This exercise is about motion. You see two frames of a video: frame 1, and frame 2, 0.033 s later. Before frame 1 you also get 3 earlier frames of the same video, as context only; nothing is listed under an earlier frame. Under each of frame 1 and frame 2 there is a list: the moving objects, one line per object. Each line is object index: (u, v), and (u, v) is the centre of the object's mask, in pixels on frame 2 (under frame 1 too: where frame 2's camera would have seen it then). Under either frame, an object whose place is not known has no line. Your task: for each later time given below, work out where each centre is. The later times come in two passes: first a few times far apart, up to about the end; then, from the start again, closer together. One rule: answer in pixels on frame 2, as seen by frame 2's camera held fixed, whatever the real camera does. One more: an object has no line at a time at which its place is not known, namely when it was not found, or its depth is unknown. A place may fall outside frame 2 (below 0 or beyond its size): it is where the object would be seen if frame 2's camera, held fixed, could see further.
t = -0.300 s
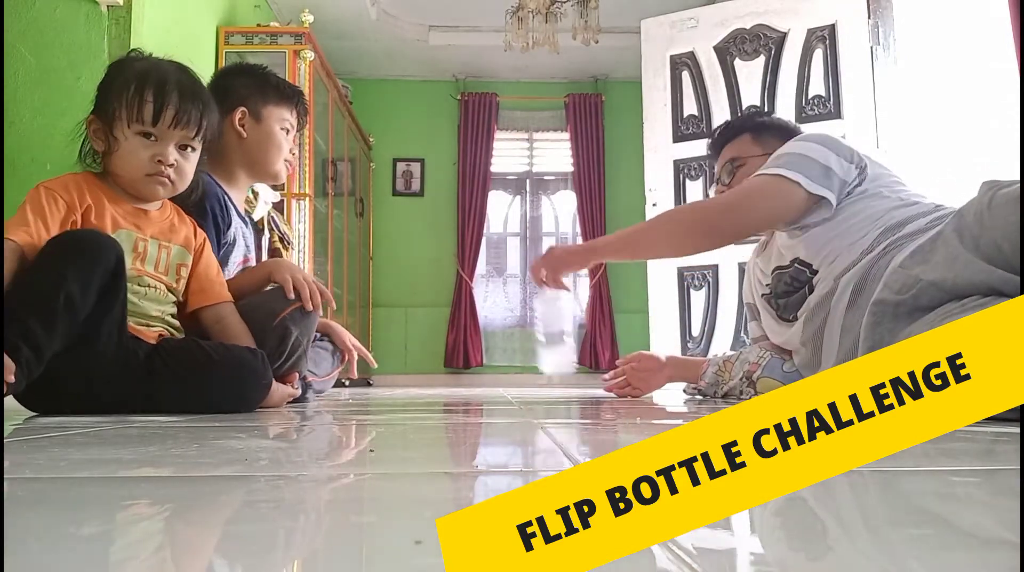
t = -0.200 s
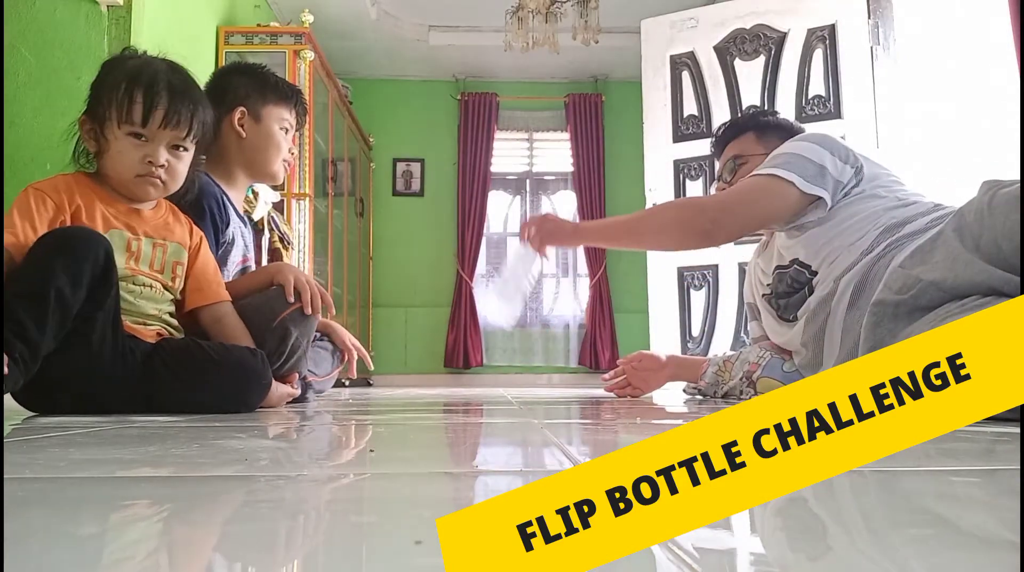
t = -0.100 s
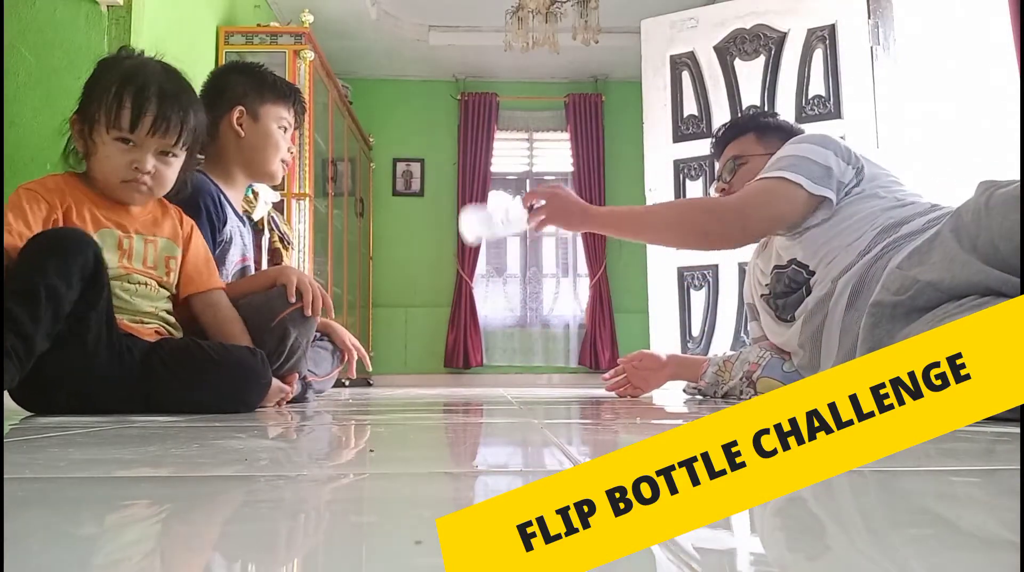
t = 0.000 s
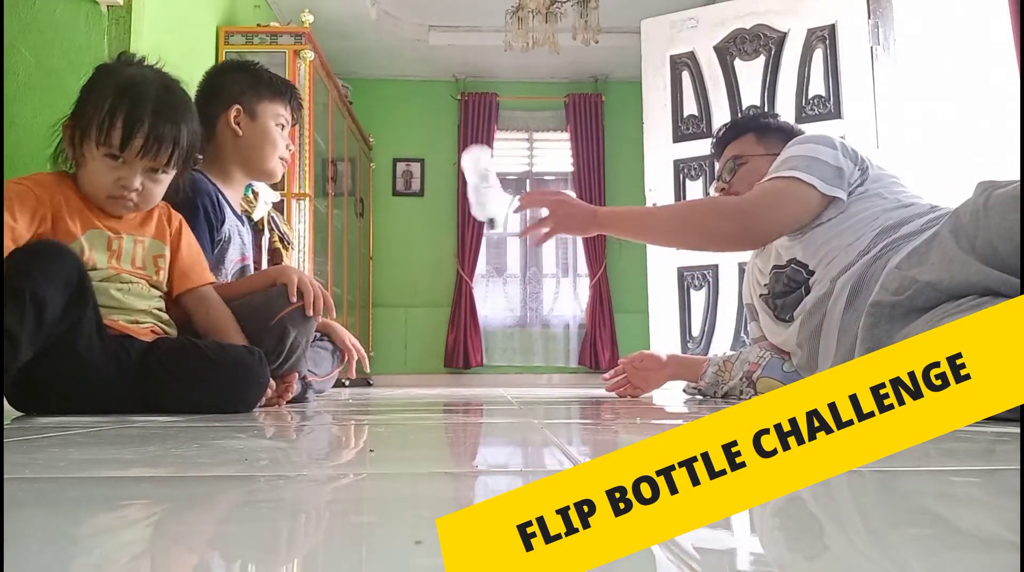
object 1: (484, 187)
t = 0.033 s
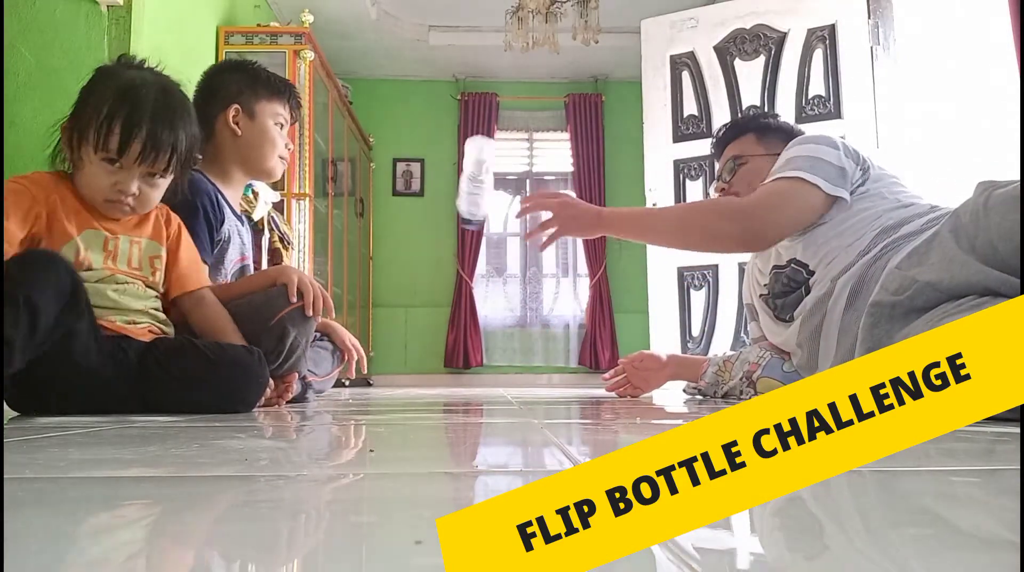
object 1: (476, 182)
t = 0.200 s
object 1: (466, 190)
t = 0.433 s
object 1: (480, 352)
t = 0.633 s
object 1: (496, 384)
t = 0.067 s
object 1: (470, 178)
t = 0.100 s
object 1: (464, 176)
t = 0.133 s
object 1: (462, 175)
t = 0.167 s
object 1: (466, 178)
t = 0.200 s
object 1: (466, 190)
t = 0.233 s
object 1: (471, 208)
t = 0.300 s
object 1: (471, 268)
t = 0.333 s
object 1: (471, 305)
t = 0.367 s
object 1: (472, 349)
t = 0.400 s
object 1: (478, 353)
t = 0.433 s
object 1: (480, 352)
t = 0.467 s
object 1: (483, 351)
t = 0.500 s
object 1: (487, 354)
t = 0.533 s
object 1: (492, 360)
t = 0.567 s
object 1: (497, 371)
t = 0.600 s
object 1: (497, 384)
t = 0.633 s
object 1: (496, 384)
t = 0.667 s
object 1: (495, 384)
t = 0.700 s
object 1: (495, 384)
